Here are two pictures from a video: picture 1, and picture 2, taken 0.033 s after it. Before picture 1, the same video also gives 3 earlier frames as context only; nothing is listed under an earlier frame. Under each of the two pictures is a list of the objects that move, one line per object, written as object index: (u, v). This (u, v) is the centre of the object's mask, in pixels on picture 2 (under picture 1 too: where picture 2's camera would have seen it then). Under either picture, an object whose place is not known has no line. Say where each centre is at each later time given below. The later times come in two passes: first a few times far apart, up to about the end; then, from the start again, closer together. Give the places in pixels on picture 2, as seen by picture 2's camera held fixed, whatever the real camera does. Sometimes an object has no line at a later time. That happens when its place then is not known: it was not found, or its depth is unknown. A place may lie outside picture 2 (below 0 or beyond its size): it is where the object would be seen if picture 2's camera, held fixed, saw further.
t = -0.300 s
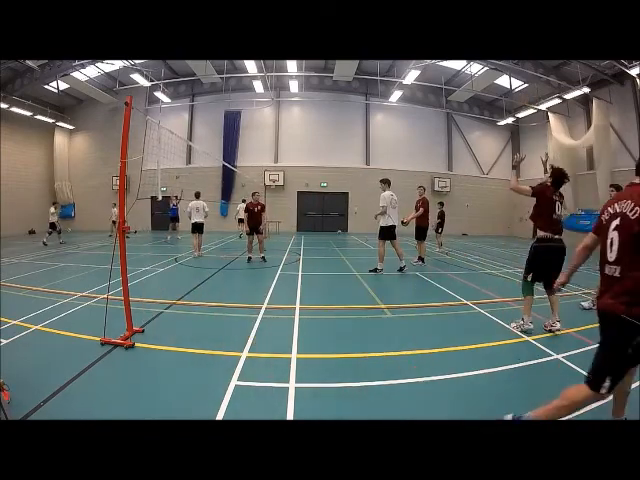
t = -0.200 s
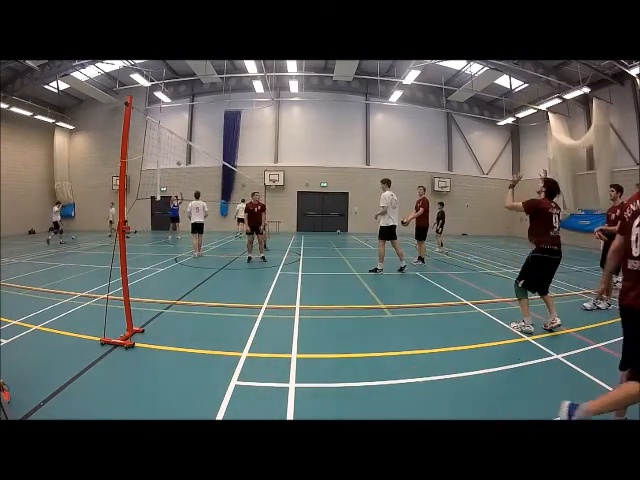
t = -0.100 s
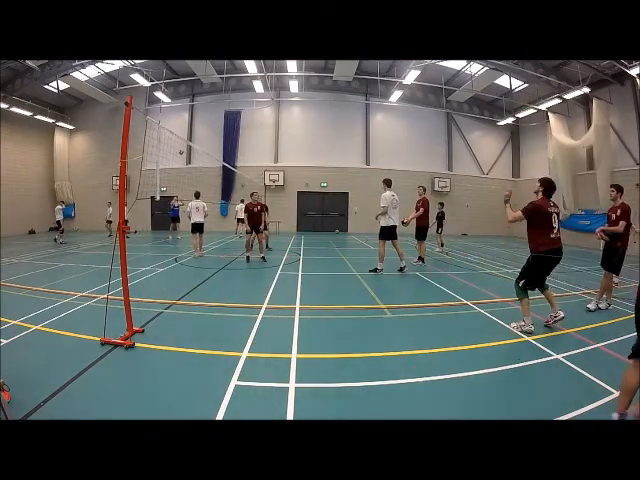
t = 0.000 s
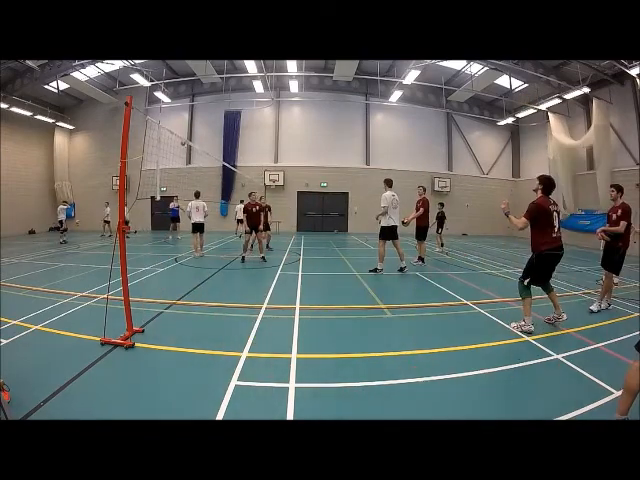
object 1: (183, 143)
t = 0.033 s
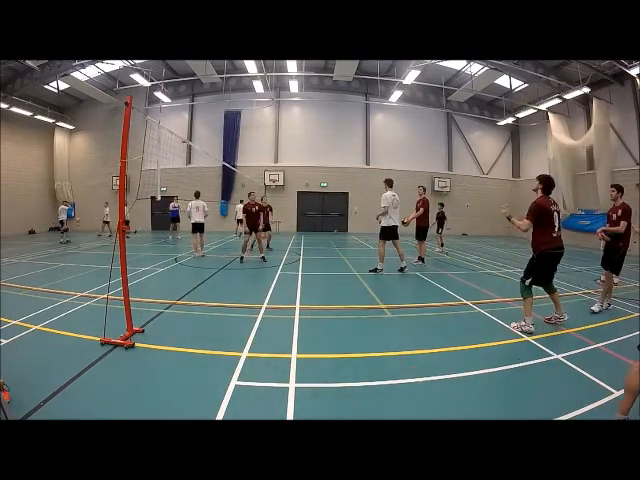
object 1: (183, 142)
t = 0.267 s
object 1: (188, 130)
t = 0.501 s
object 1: (193, 132)
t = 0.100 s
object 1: (184, 135)
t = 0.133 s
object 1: (185, 135)
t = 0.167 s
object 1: (186, 133)
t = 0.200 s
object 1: (187, 131)
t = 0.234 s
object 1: (188, 130)
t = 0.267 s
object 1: (188, 130)
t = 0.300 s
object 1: (189, 129)
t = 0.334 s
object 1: (189, 129)
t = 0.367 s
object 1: (191, 129)
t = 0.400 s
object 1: (191, 129)
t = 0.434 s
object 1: (191, 130)
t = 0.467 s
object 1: (193, 131)
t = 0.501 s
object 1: (193, 132)
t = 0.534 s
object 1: (194, 134)
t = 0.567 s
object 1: (195, 137)
